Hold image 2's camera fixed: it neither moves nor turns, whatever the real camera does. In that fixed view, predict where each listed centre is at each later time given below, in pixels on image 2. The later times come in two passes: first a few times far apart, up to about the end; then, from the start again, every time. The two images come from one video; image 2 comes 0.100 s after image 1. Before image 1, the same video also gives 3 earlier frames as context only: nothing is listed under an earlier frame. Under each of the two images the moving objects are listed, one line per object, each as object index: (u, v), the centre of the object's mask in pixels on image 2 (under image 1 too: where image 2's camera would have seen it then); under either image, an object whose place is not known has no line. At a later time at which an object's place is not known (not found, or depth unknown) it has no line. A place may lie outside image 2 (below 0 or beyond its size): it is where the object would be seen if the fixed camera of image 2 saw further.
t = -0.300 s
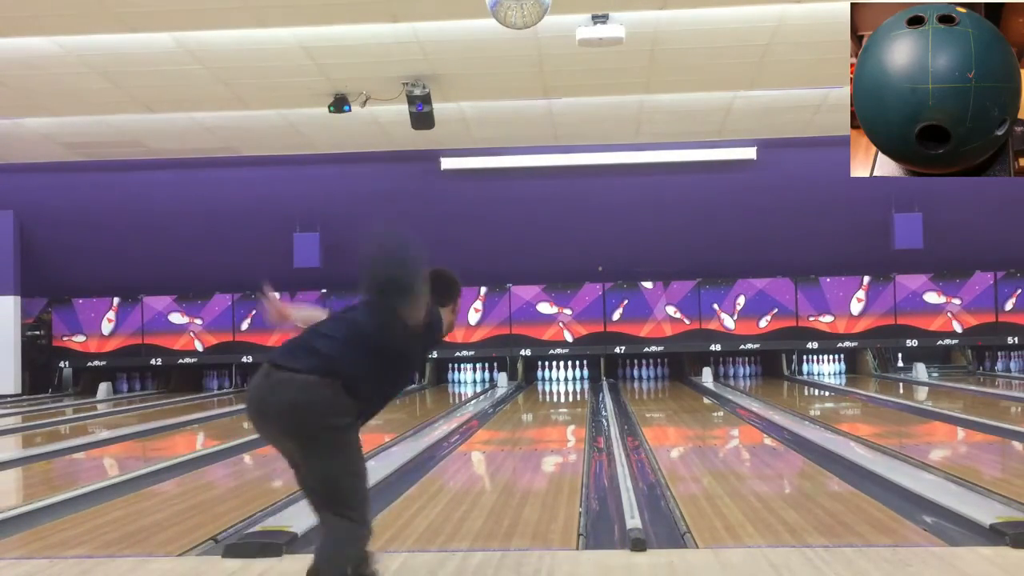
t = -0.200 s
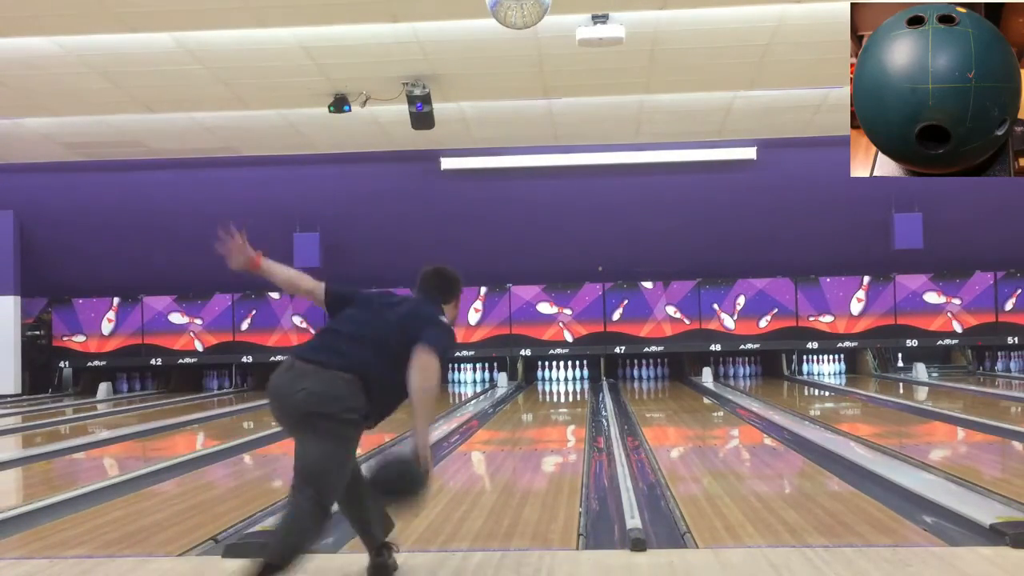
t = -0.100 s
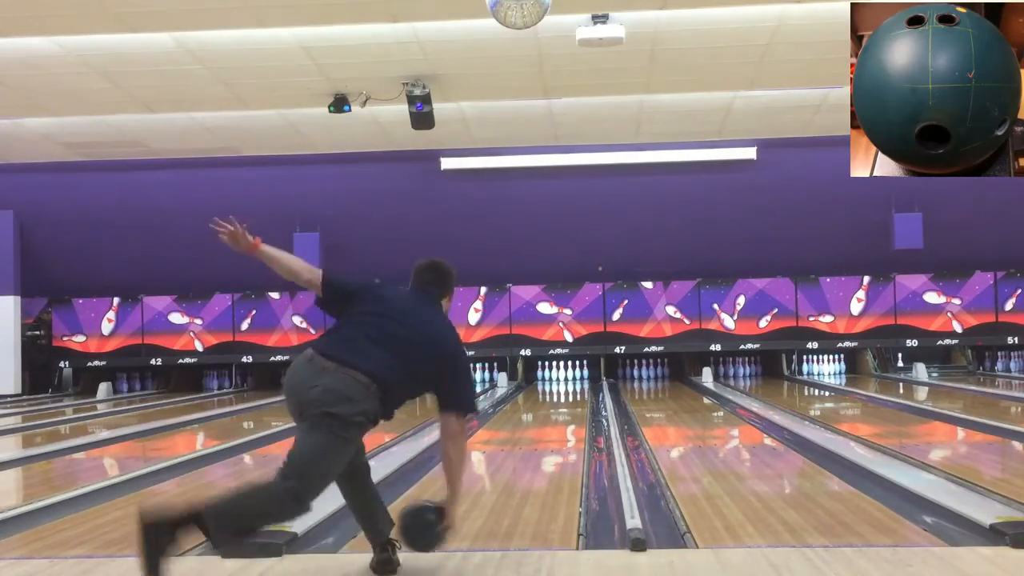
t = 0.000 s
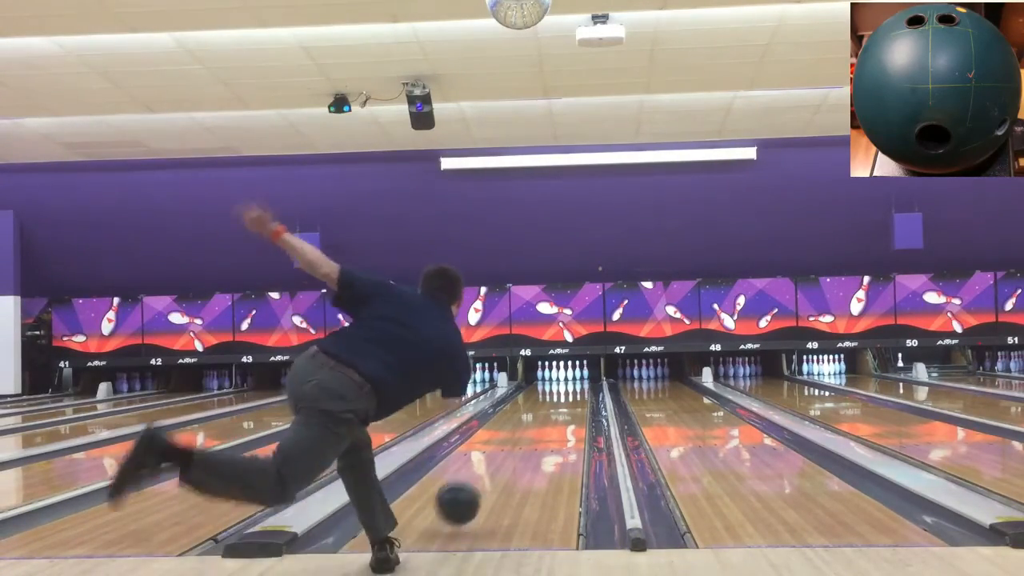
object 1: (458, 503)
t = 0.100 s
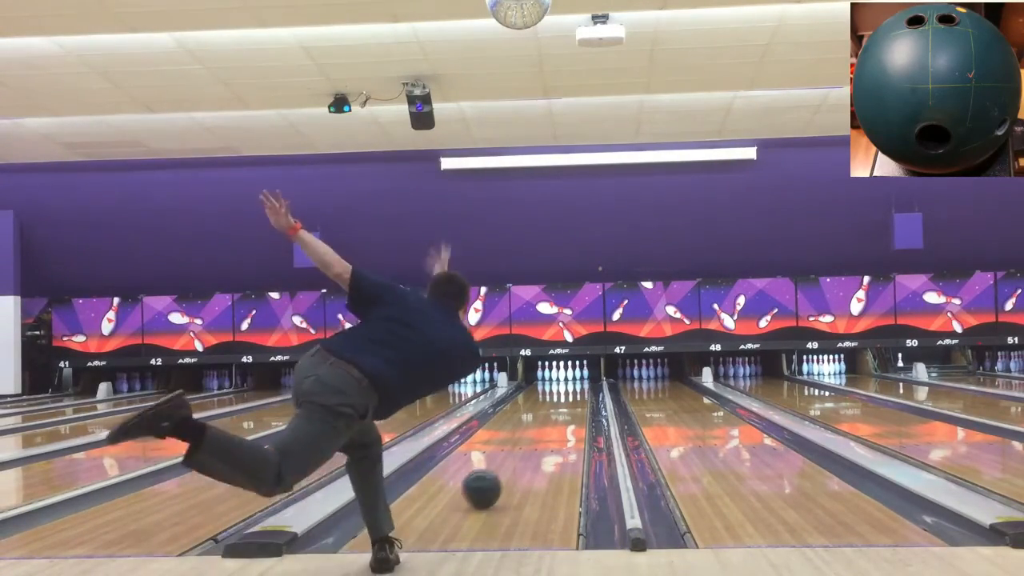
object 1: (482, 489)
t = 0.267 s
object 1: (510, 461)
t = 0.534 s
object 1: (538, 433)
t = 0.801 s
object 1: (555, 415)
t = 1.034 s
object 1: (565, 404)
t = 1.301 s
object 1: (572, 394)
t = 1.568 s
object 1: (575, 388)
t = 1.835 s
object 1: (573, 382)
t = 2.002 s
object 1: (569, 379)
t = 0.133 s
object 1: (488, 482)
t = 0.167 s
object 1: (495, 476)
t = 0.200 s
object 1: (500, 471)
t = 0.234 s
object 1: (505, 466)
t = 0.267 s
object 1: (510, 461)
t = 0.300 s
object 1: (514, 456)
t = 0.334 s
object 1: (518, 452)
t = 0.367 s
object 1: (522, 449)
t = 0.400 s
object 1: (526, 445)
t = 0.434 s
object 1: (529, 442)
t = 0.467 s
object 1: (532, 439)
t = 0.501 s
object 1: (535, 436)
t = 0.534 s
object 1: (538, 433)
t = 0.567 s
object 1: (541, 431)
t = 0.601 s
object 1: (543, 429)
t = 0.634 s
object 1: (545, 426)
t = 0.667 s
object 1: (548, 424)
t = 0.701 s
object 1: (549, 422)
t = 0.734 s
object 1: (551, 419)
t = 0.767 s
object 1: (553, 417)
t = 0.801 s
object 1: (555, 415)
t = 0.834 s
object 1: (557, 414)
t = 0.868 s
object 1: (558, 412)
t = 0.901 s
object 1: (559, 410)
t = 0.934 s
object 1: (561, 408)
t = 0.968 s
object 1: (562, 407)
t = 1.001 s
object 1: (564, 405)
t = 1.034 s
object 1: (565, 404)
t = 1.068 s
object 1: (566, 402)
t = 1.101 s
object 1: (567, 401)
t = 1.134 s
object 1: (568, 400)
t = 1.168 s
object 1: (568, 399)
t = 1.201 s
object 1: (569, 397)
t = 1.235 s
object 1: (570, 396)
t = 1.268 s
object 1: (571, 395)
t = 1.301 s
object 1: (572, 394)
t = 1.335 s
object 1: (572, 393)
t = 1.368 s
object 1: (573, 392)
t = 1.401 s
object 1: (573, 391)
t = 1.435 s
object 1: (573, 390)
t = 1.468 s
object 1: (574, 390)
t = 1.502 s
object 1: (574, 389)
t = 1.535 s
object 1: (574, 388)
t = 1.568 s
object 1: (575, 388)
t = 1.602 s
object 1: (574, 386)
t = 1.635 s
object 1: (575, 386)
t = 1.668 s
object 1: (575, 385)
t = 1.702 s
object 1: (574, 384)
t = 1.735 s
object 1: (574, 384)
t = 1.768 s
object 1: (573, 383)
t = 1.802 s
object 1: (574, 383)
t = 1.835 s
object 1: (573, 382)
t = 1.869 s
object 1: (571, 381)
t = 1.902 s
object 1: (571, 380)
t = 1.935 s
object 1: (570, 380)
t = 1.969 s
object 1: (570, 380)
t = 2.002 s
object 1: (569, 379)
